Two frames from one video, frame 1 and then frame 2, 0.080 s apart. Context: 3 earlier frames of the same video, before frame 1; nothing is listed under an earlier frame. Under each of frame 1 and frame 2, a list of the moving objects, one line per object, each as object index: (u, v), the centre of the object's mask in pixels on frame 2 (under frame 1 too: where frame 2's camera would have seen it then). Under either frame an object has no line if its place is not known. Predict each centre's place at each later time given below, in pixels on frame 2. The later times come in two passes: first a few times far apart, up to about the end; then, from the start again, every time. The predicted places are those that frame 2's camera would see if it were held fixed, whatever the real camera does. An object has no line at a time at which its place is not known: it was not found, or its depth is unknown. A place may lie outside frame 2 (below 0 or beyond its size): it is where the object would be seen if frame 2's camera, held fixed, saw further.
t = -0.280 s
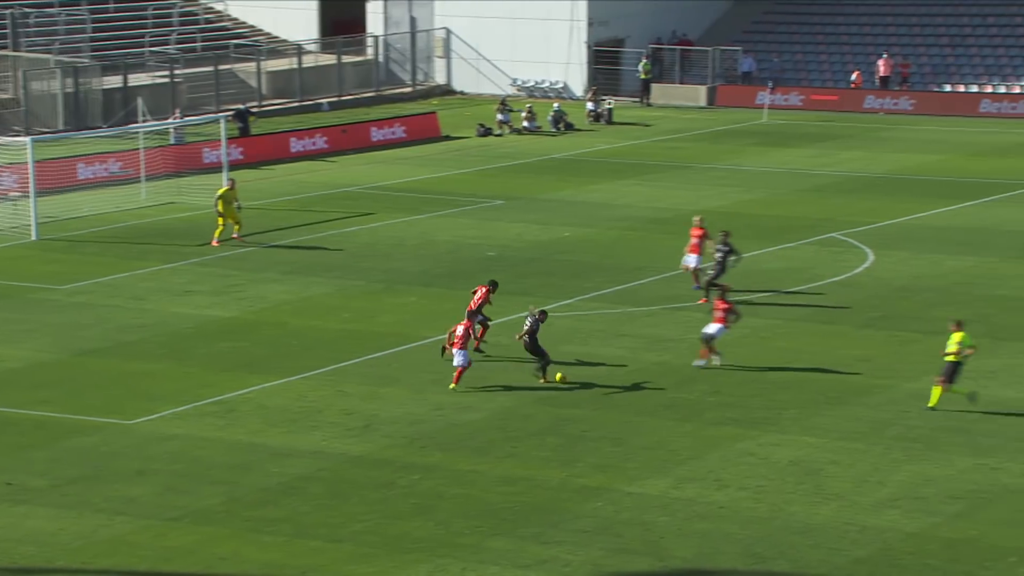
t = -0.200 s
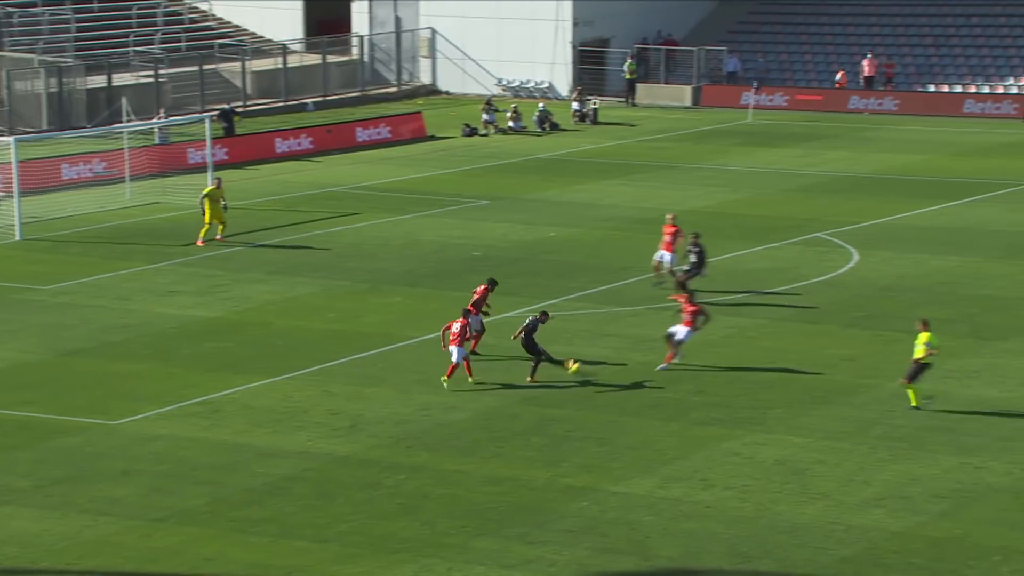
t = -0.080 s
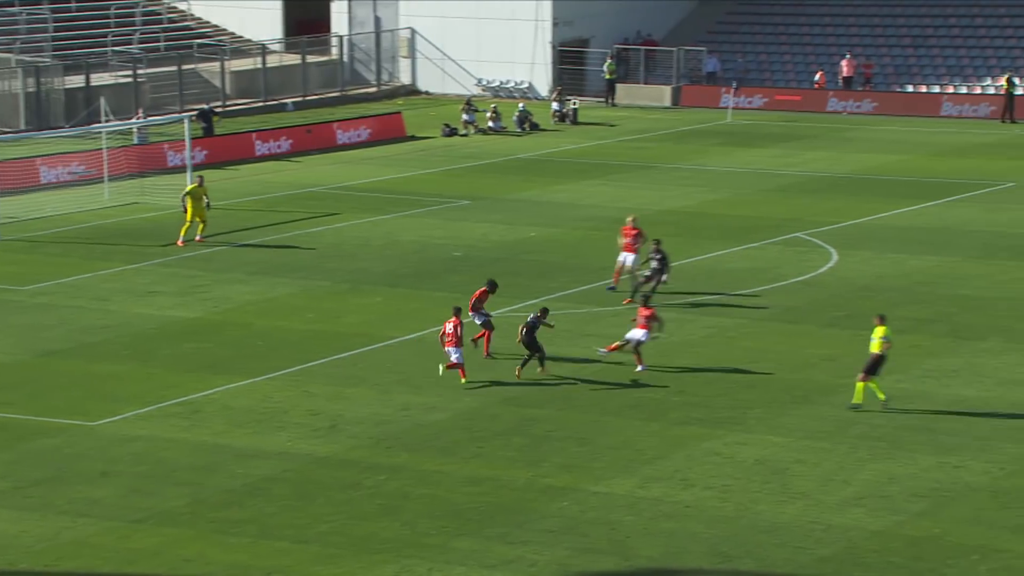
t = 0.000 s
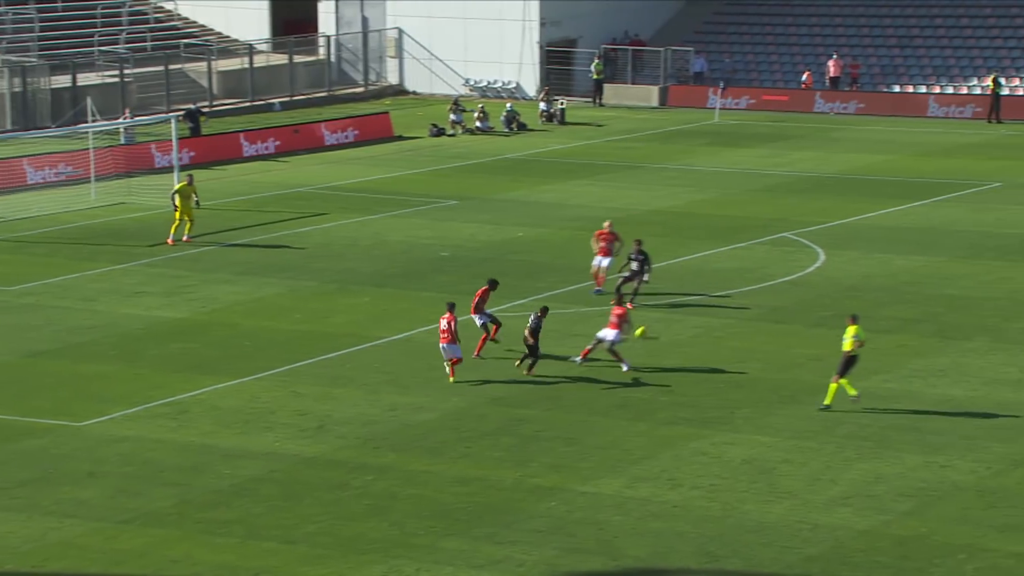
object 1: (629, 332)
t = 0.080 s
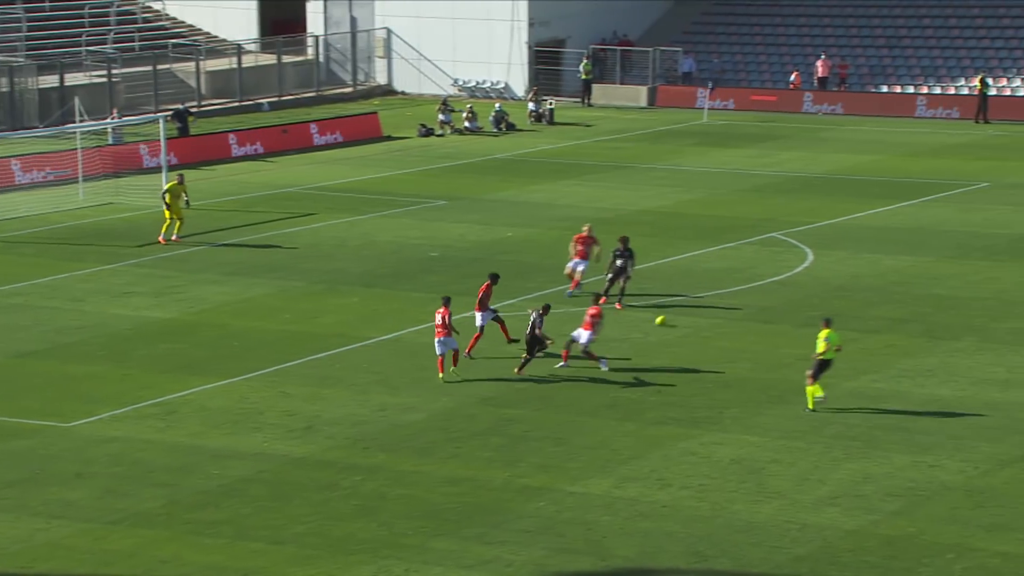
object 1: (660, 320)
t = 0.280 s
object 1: (723, 295)
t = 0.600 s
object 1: (792, 267)
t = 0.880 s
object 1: (835, 249)
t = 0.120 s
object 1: (675, 314)
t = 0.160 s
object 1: (688, 309)
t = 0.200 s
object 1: (699, 303)
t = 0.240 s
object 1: (711, 299)
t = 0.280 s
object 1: (723, 295)
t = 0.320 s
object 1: (733, 290)
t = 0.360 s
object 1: (744, 286)
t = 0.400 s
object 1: (752, 282)
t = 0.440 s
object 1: (761, 279)
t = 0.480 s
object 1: (770, 276)
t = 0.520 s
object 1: (778, 273)
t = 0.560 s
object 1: (786, 270)
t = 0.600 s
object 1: (792, 267)
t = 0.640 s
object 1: (800, 264)
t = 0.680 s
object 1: (806, 261)
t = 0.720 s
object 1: (812, 259)
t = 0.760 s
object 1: (818, 256)
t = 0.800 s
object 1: (824, 253)
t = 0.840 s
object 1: (830, 251)
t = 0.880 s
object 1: (835, 249)
